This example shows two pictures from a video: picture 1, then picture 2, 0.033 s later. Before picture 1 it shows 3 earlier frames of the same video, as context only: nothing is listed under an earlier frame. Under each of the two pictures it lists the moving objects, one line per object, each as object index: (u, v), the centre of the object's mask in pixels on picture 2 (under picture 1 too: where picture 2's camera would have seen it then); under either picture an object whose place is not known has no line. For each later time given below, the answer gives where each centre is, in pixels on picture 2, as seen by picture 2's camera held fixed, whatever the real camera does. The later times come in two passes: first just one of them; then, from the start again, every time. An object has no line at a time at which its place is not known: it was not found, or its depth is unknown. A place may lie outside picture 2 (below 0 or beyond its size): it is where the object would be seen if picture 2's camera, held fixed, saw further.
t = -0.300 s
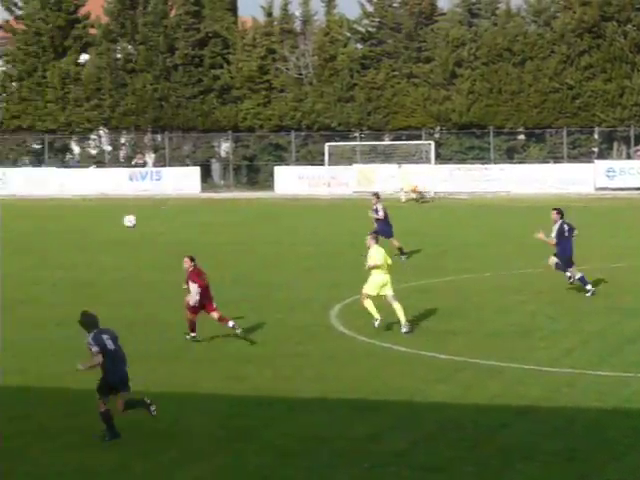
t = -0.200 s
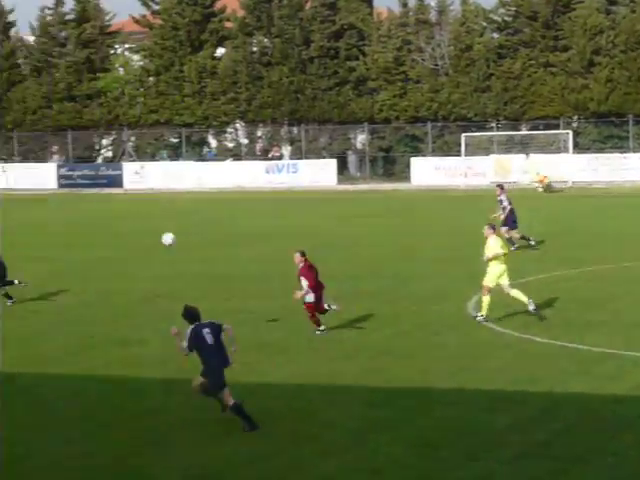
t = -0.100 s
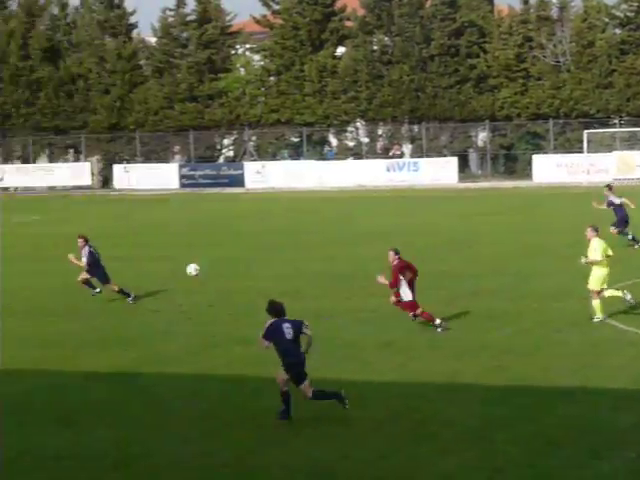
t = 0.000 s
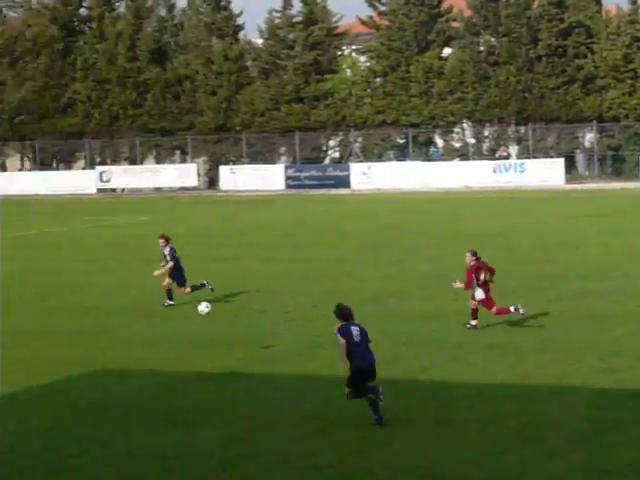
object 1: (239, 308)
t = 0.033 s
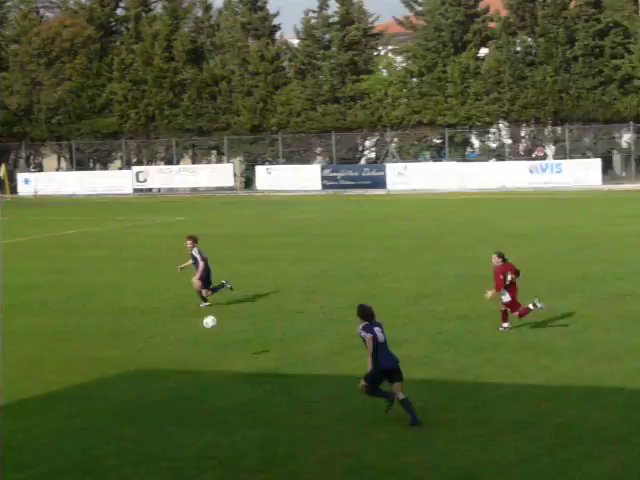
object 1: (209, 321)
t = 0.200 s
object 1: (83, 346)
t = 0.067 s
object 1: (179, 336)
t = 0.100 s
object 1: (149, 351)
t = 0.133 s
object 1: (121, 364)
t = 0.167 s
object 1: (101, 355)
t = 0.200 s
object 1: (83, 346)
